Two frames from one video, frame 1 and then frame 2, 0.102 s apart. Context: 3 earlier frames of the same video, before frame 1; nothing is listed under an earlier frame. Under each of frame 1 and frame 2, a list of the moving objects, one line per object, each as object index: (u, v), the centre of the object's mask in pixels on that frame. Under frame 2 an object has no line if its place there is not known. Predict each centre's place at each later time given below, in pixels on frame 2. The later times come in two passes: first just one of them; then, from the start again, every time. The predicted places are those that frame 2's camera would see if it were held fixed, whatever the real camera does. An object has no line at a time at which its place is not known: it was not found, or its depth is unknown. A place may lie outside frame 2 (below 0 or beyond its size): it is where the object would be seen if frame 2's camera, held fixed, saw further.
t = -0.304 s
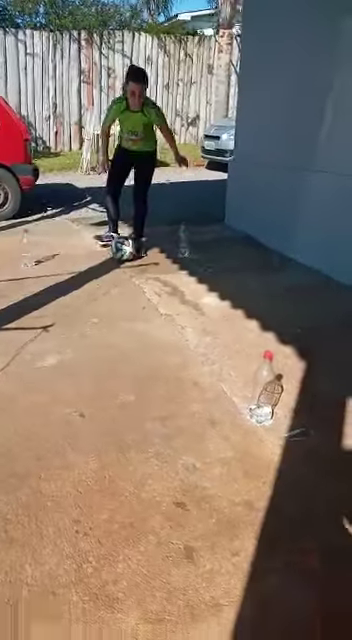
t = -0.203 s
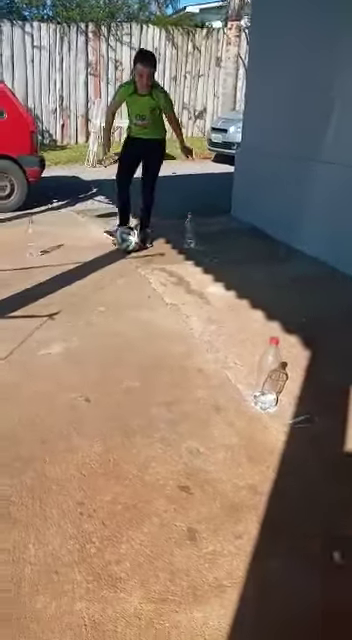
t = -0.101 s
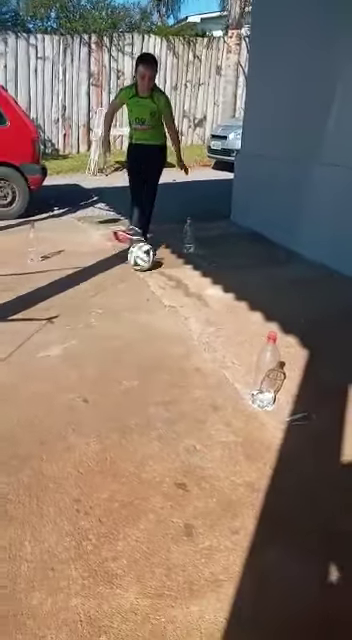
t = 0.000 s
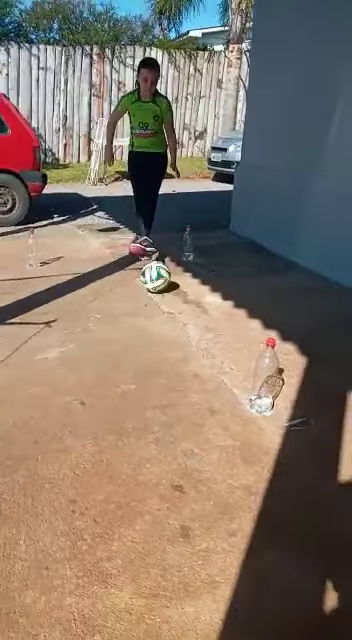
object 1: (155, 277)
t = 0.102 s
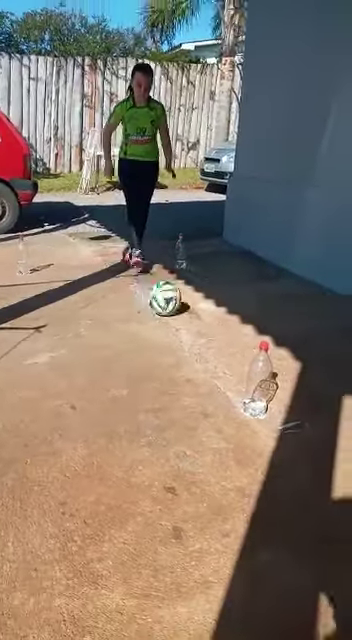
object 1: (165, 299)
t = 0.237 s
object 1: (191, 318)
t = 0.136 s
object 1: (172, 304)
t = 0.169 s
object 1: (178, 307)
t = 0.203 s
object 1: (185, 314)
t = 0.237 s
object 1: (191, 318)
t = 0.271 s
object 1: (199, 323)
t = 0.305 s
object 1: (207, 330)
